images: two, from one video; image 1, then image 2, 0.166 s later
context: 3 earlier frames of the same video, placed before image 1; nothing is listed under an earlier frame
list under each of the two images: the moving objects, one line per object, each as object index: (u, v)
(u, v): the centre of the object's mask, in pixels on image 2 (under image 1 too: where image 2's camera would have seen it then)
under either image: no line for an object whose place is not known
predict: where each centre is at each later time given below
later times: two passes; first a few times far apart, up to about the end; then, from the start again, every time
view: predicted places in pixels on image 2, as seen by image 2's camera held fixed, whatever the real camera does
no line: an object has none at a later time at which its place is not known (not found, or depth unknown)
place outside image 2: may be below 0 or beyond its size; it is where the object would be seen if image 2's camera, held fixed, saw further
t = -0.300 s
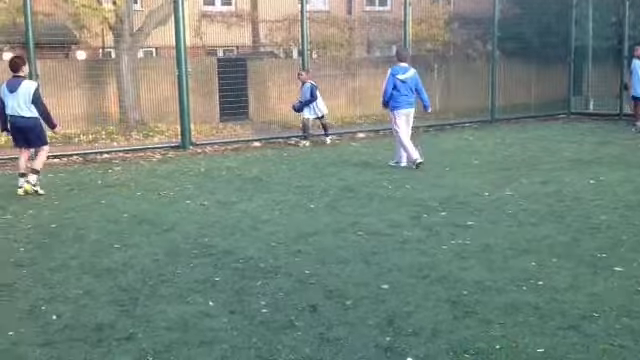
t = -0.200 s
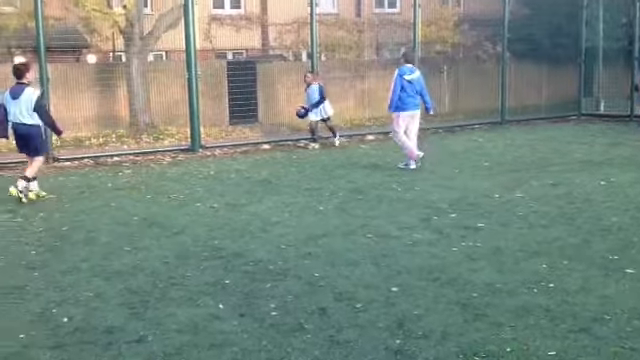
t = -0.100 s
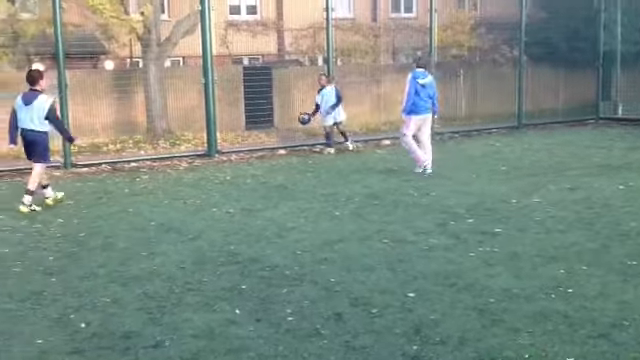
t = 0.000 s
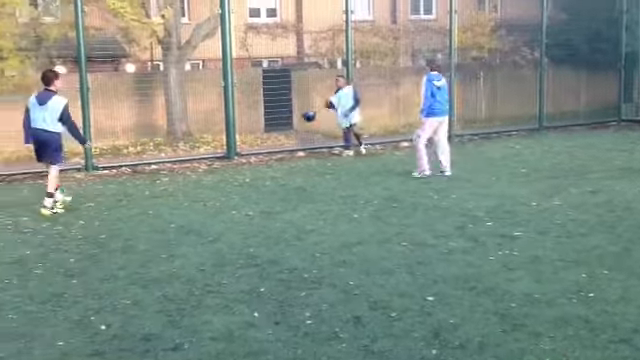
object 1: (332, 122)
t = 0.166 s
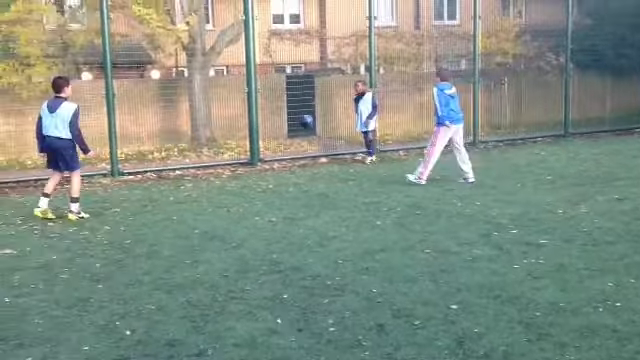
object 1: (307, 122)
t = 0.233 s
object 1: (296, 127)
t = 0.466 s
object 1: (256, 174)
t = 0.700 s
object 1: (222, 156)
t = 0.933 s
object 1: (186, 172)
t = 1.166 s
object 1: (144, 192)
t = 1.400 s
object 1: (93, 209)
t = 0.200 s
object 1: (301, 124)
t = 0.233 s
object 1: (296, 127)
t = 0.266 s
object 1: (290, 132)
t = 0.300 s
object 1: (284, 136)
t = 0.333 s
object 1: (278, 144)
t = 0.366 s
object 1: (273, 149)
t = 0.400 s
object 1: (267, 157)
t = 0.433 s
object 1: (262, 165)
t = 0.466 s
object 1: (256, 174)
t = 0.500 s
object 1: (249, 178)
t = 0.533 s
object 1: (245, 174)
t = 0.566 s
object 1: (240, 168)
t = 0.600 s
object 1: (235, 164)
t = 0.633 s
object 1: (231, 161)
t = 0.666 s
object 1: (225, 158)
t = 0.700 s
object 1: (222, 156)
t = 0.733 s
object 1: (217, 156)
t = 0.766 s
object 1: (211, 157)
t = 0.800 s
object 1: (205, 159)
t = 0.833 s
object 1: (200, 159)
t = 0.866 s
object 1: (196, 161)
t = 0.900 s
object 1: (191, 168)
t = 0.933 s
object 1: (186, 172)
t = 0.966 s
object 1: (181, 177)
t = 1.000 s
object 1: (175, 186)
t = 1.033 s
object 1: (172, 192)
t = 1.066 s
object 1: (164, 200)
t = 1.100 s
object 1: (158, 197)
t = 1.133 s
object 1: (150, 195)
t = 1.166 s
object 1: (144, 192)
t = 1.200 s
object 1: (137, 191)
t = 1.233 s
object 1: (131, 192)
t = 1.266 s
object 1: (123, 193)
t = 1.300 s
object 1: (116, 195)
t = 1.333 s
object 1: (108, 199)
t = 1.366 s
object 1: (101, 203)
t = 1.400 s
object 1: (93, 209)
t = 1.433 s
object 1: (86, 216)
